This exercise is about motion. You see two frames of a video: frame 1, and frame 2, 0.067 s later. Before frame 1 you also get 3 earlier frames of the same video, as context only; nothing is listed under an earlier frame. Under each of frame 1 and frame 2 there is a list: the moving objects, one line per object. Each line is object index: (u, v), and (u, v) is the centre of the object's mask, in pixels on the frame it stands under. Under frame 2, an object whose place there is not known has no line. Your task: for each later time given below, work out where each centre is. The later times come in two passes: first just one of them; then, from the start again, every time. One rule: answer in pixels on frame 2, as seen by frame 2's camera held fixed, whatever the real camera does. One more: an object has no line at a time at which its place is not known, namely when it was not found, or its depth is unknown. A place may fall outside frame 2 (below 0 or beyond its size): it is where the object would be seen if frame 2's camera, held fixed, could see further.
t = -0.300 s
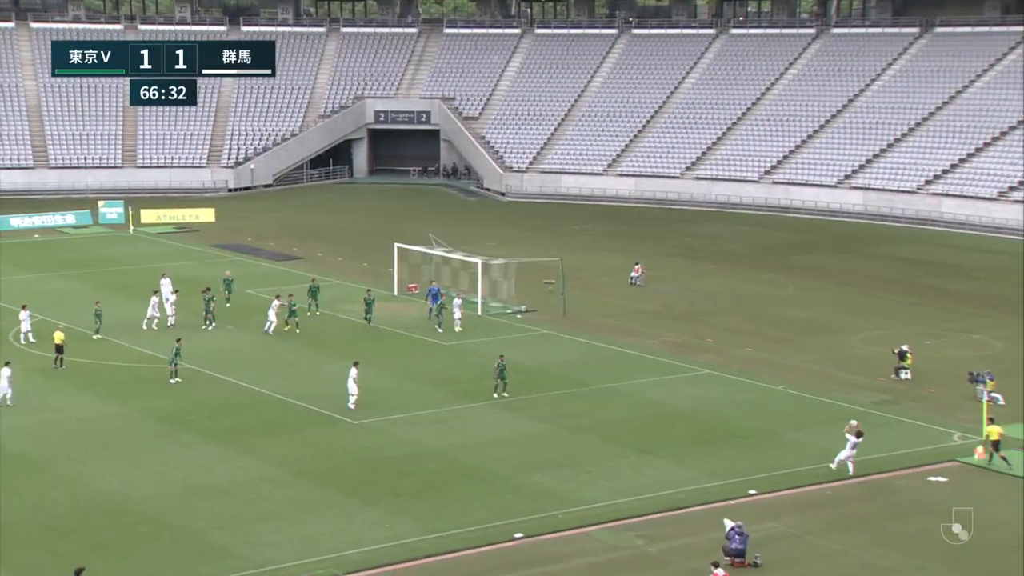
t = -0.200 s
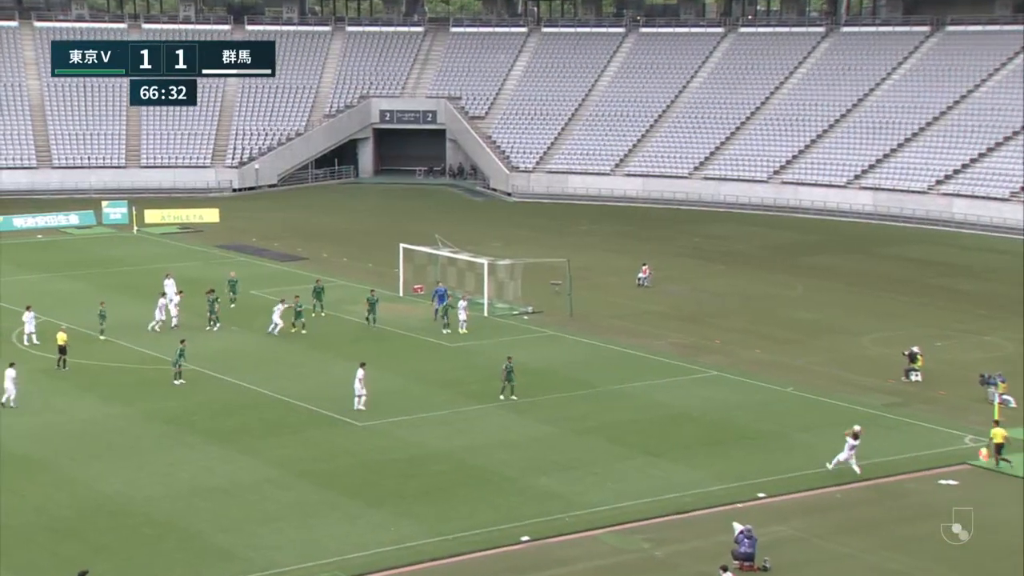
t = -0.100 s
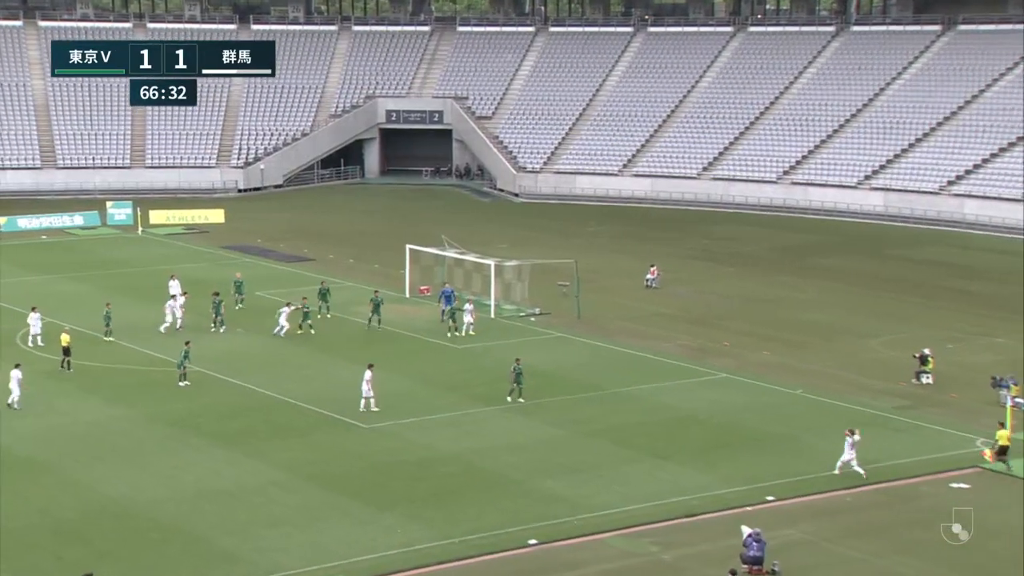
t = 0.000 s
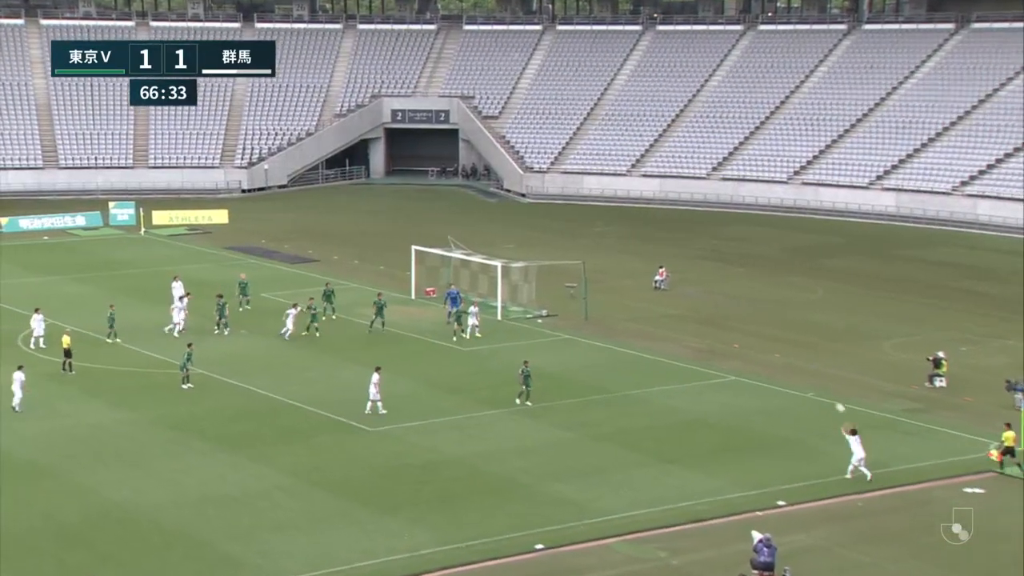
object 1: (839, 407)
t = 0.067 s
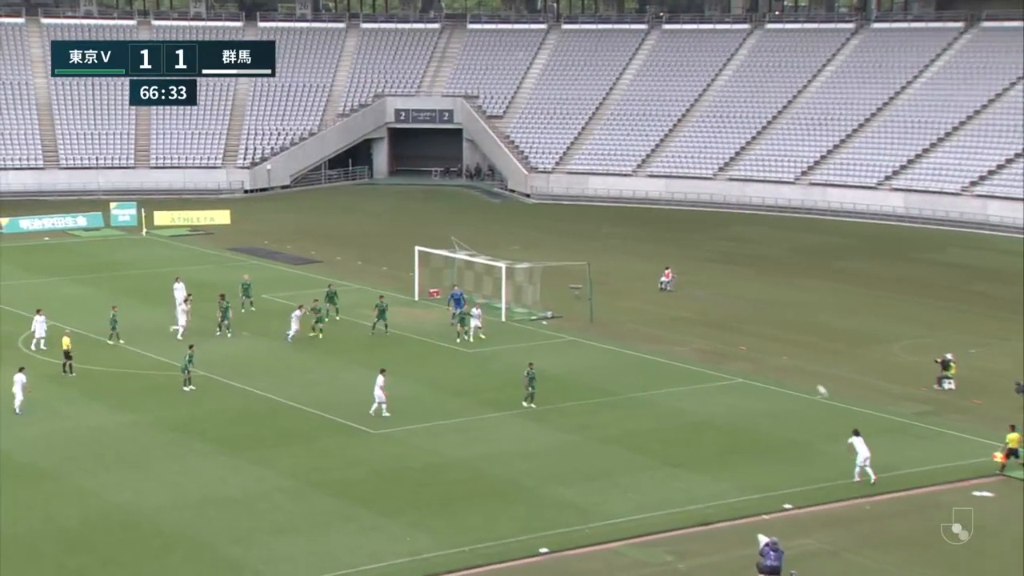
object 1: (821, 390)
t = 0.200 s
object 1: (772, 352)
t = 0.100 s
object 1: (808, 380)
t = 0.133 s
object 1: (798, 372)
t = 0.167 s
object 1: (785, 362)
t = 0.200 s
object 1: (772, 352)
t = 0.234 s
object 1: (759, 346)
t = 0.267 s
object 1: (750, 338)
